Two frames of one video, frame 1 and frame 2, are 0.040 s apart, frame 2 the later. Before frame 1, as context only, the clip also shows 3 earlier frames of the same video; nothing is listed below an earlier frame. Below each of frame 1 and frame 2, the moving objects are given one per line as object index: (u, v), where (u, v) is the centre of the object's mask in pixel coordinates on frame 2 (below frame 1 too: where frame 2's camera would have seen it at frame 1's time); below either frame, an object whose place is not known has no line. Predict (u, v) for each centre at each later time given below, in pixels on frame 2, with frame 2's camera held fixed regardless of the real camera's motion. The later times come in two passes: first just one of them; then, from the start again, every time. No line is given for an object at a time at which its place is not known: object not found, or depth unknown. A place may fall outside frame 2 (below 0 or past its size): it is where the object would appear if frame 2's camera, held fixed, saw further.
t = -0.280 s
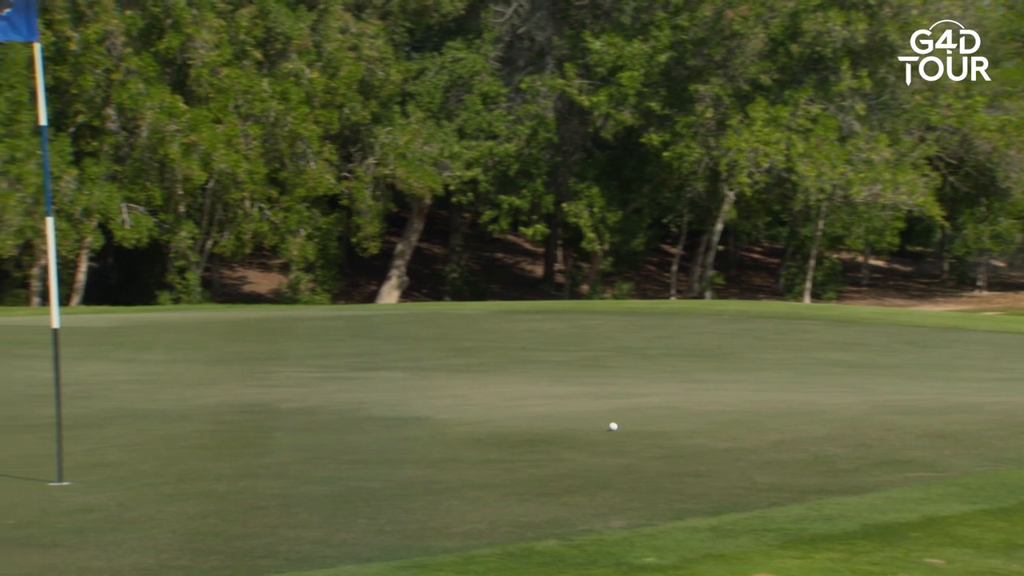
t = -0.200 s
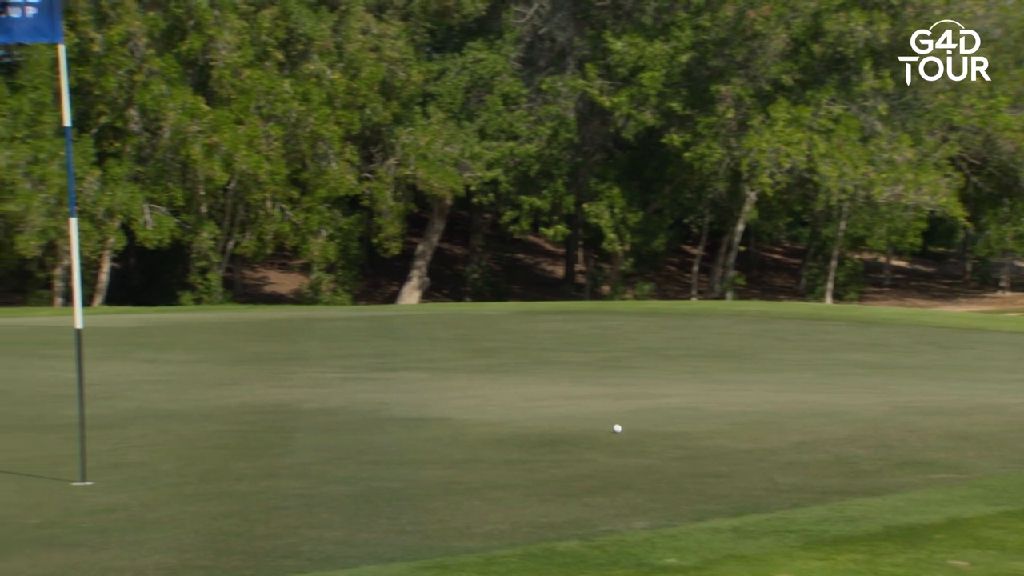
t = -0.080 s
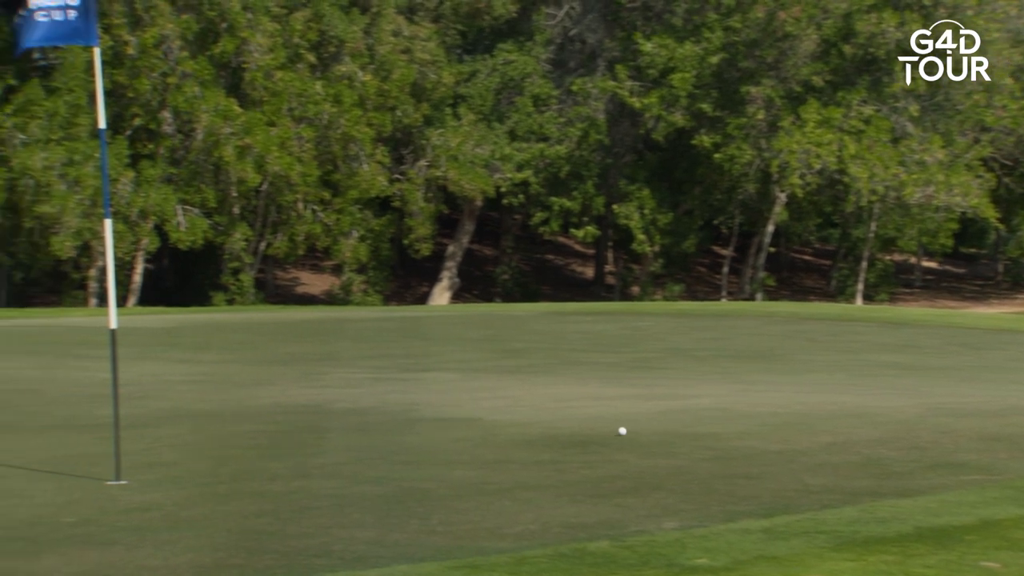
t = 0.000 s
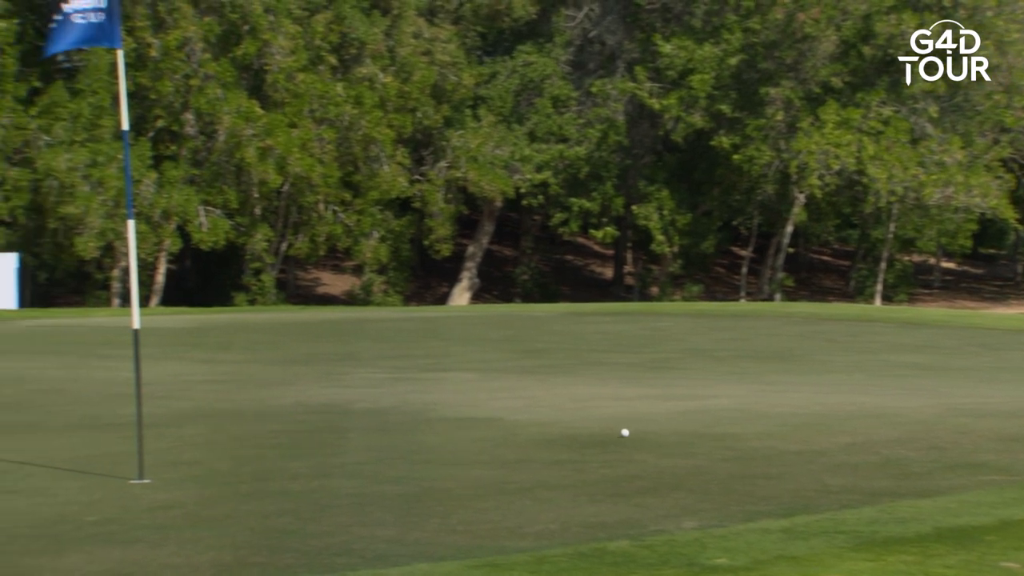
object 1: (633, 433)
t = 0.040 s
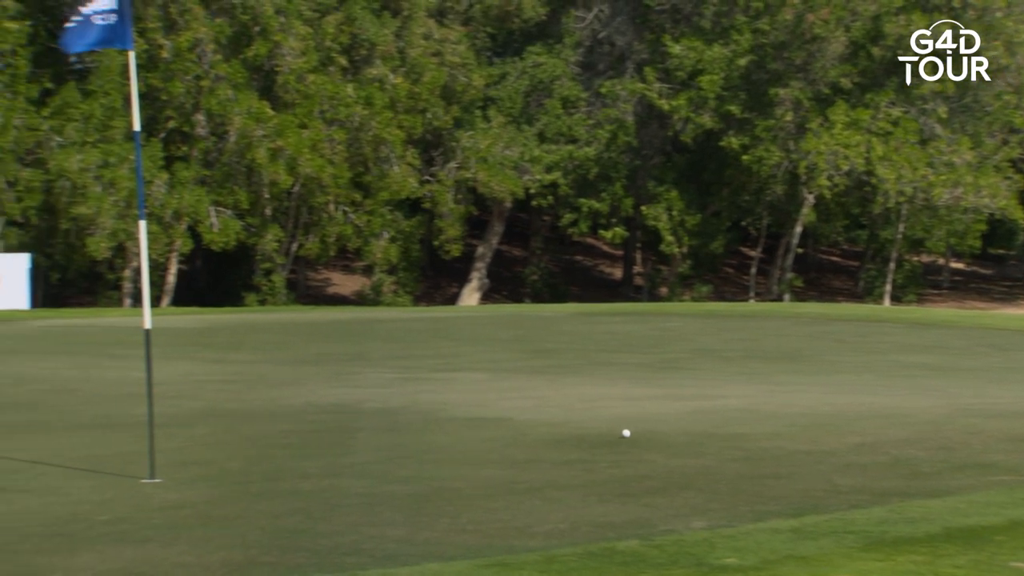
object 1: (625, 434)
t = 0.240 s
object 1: (585, 437)
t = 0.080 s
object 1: (617, 435)
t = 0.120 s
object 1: (609, 435)
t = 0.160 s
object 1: (601, 436)
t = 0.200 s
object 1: (593, 437)
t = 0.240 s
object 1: (585, 437)
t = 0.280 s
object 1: (578, 438)
